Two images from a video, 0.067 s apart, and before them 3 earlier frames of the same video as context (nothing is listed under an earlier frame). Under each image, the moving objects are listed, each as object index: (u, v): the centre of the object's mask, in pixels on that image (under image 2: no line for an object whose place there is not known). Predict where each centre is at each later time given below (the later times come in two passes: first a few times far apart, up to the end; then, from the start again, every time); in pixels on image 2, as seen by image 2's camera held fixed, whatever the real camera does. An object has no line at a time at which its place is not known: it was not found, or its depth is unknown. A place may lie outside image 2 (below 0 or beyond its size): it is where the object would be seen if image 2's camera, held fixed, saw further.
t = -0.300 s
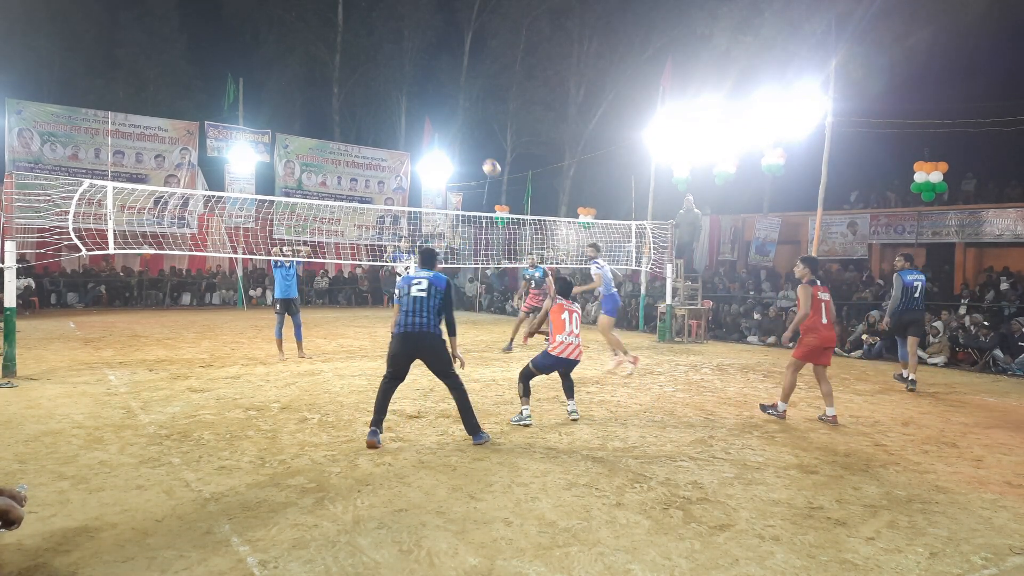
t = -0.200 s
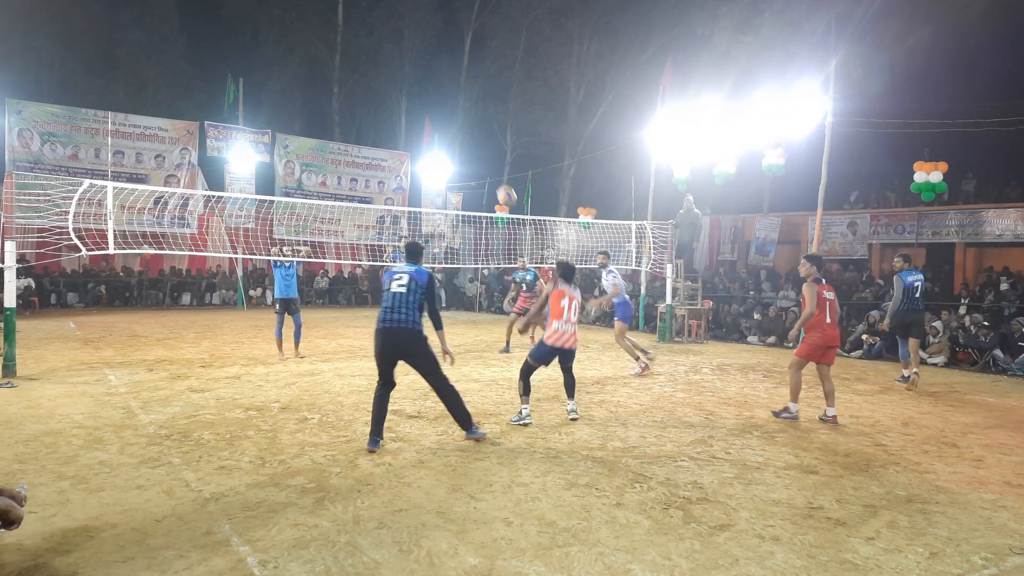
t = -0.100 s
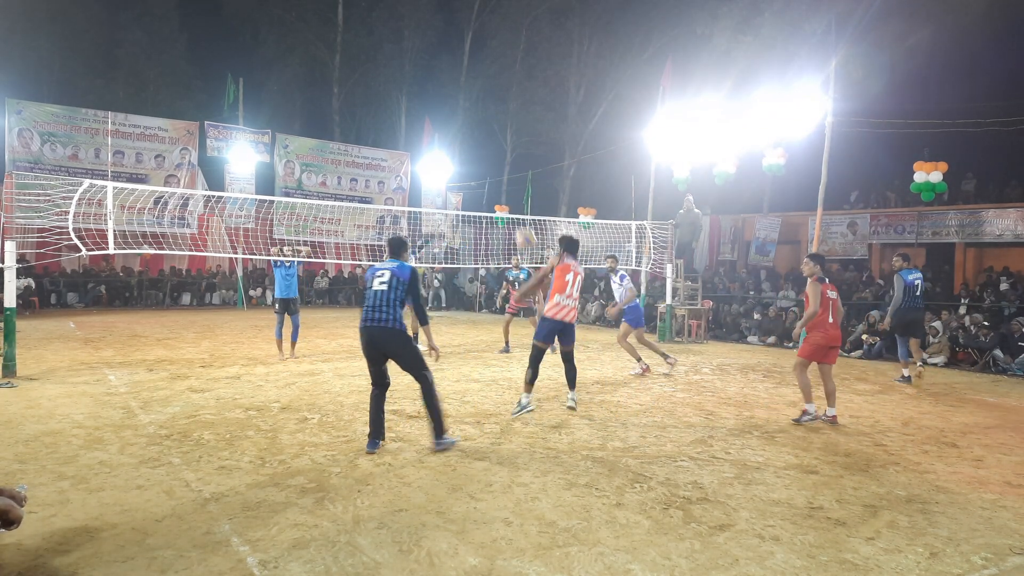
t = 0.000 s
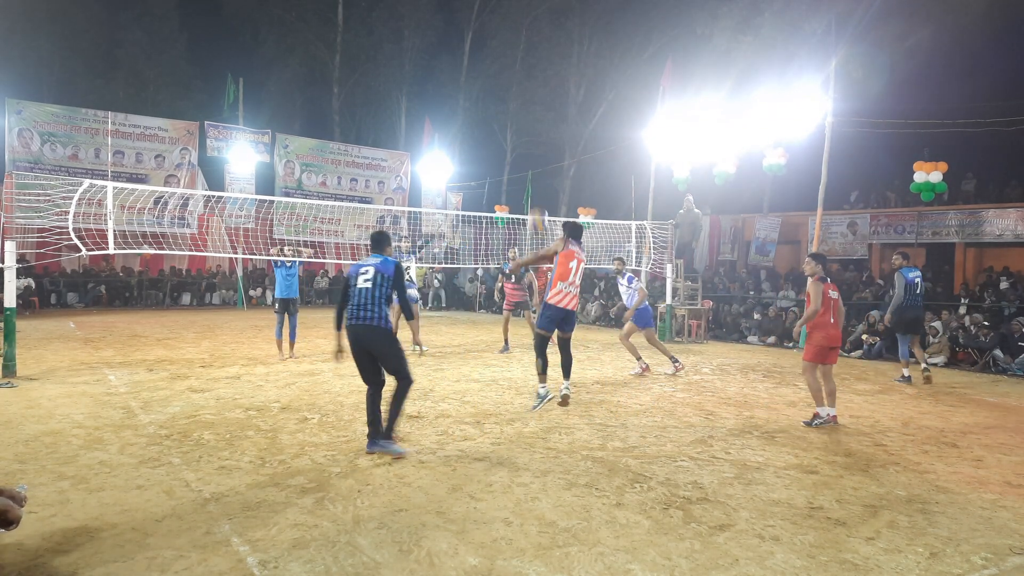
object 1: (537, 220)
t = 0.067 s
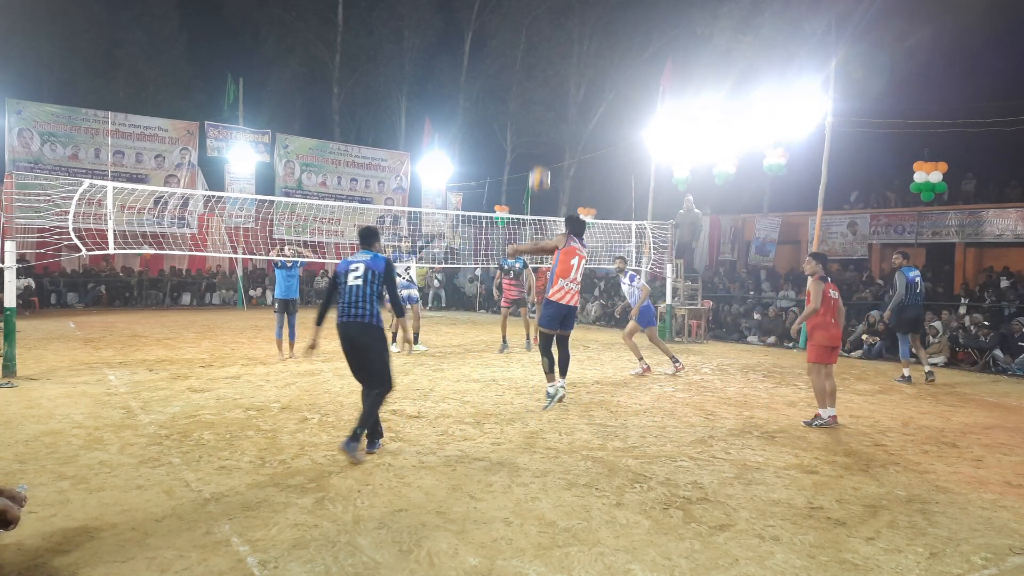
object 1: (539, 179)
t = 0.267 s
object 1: (546, 86)
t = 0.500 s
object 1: (553, 33)
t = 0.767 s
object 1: (559, 34)
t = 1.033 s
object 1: (562, 84)
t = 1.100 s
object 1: (562, 103)
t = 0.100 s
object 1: (541, 160)
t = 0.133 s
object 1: (542, 143)
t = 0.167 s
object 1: (543, 127)
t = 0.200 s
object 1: (544, 112)
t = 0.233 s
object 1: (545, 98)
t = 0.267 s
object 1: (546, 86)
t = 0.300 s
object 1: (547, 75)
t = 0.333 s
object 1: (548, 65)
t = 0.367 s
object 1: (549, 56)
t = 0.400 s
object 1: (550, 49)
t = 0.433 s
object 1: (551, 43)
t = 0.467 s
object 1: (552, 38)
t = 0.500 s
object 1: (553, 33)
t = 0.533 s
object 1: (553, 30)
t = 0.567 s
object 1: (554, 28)
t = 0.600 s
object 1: (555, 27)
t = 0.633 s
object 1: (556, 26)
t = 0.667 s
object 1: (557, 27)
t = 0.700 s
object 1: (557, 28)
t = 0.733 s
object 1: (558, 30)
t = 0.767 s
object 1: (559, 34)
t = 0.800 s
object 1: (559, 37)
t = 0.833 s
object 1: (560, 42)
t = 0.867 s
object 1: (560, 47)
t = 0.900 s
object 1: (561, 53)
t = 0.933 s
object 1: (561, 59)
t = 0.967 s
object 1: (561, 67)
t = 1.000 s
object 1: (562, 75)
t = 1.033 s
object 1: (562, 84)
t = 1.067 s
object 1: (562, 93)
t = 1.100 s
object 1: (562, 103)
